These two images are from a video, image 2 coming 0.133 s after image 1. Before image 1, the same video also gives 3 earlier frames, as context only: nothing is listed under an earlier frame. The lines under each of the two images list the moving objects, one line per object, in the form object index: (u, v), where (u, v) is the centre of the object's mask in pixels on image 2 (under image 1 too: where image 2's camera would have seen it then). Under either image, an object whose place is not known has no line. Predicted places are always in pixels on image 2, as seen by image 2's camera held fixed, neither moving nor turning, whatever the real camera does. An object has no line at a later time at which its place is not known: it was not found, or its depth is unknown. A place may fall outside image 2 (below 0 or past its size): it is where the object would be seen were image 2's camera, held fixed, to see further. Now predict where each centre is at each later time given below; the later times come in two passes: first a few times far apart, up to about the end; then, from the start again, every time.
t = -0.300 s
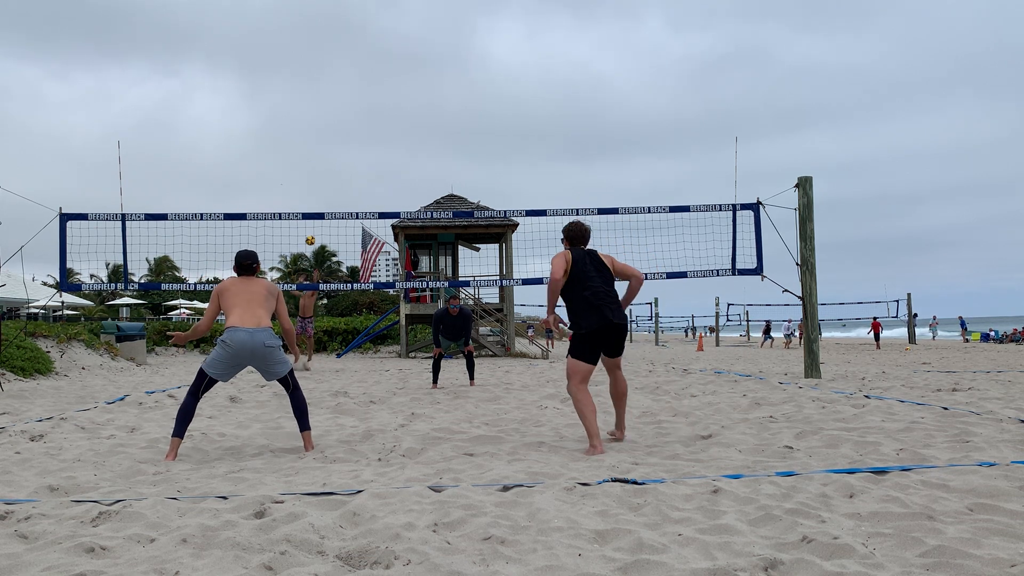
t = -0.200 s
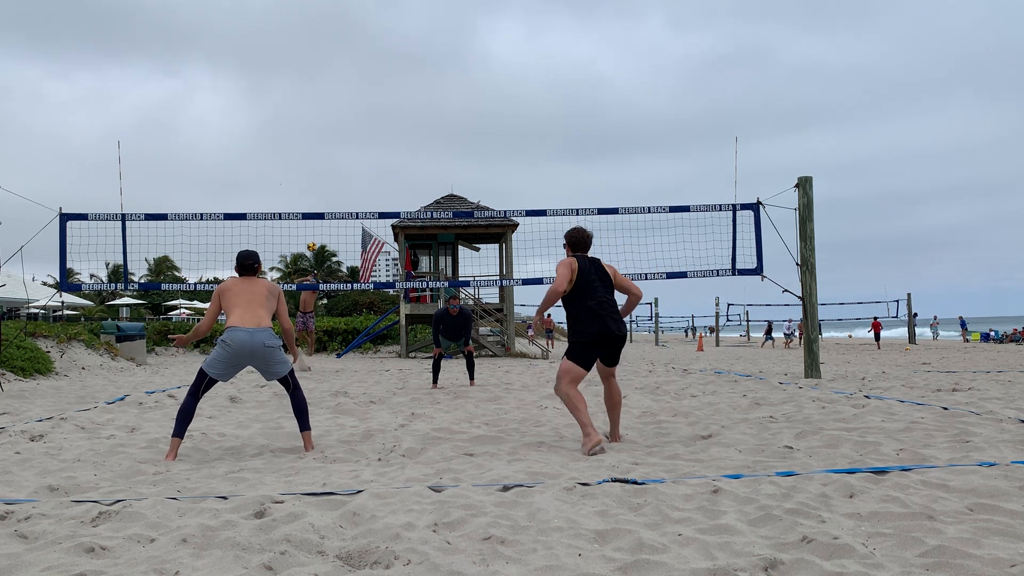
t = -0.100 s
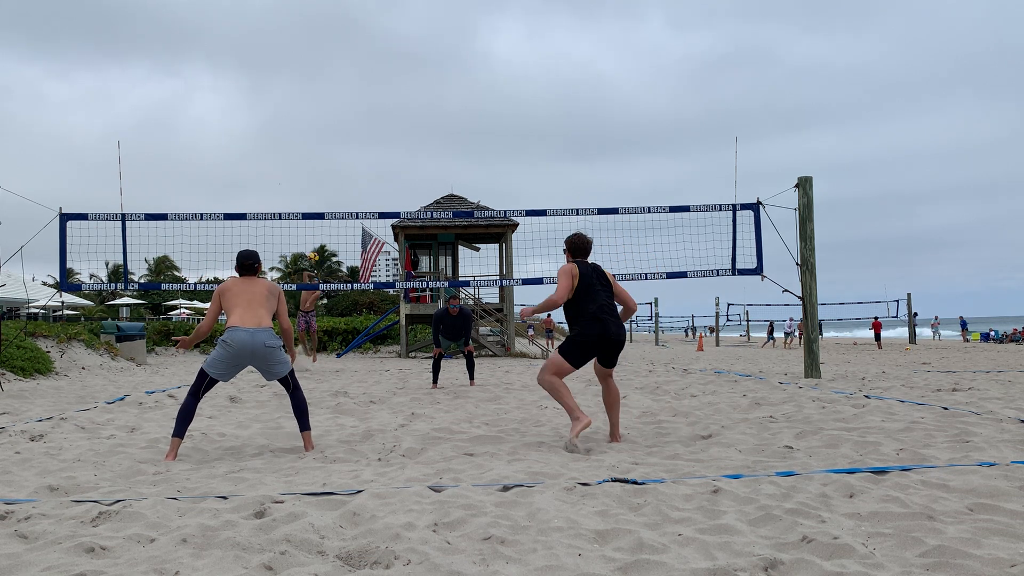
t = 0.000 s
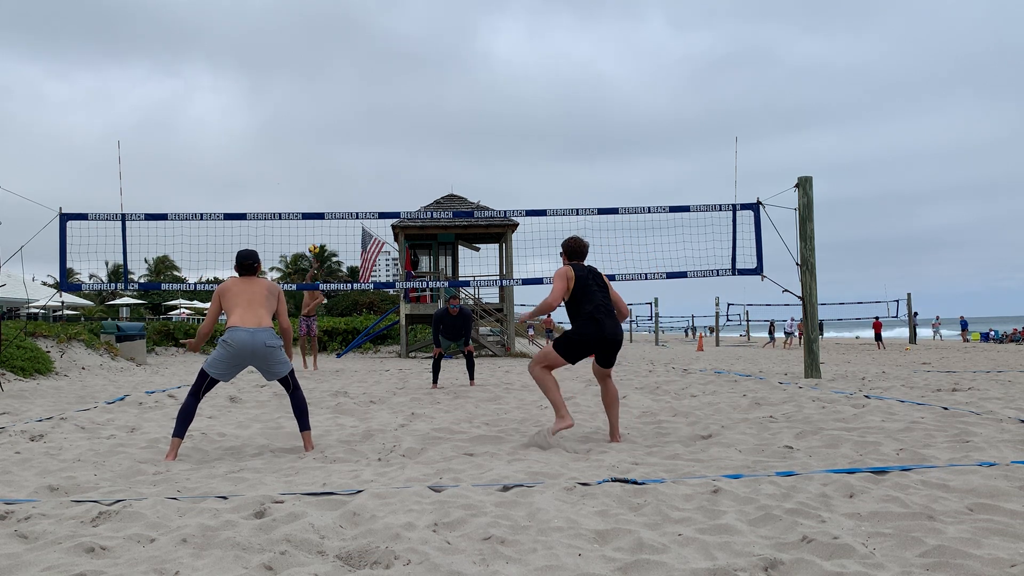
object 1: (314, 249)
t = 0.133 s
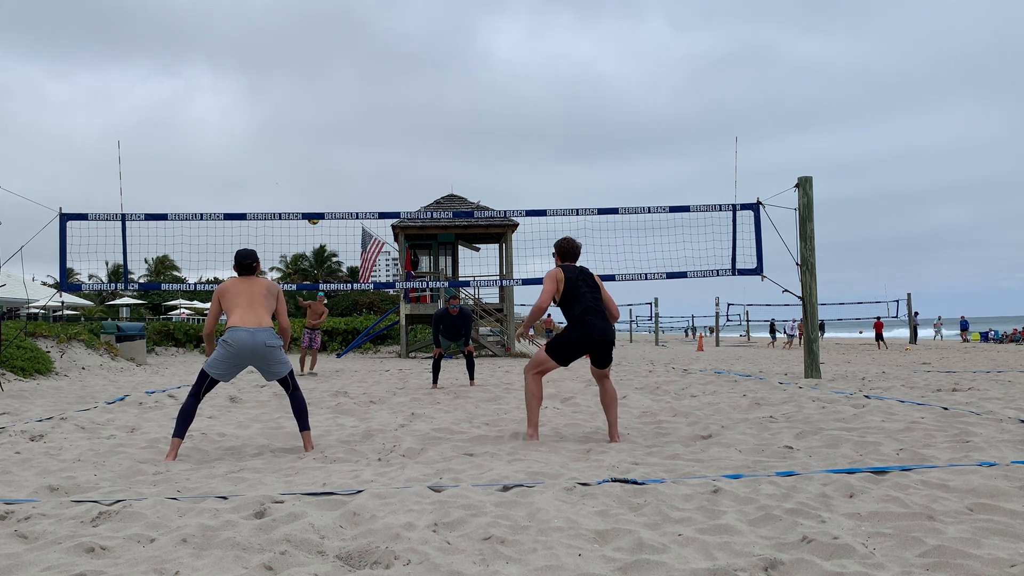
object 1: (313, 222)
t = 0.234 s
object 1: (315, 199)
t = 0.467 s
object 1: (322, 165)
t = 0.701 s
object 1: (339, 166)
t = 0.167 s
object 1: (314, 210)
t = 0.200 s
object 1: (314, 205)
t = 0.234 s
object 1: (315, 199)
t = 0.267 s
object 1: (316, 193)
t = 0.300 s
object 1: (316, 187)
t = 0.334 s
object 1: (317, 182)
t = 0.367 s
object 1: (318, 177)
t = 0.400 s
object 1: (320, 173)
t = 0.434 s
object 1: (321, 169)
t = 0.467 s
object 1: (322, 165)
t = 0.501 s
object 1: (324, 163)
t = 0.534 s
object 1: (326, 161)
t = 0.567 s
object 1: (329, 160)
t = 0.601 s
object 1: (331, 160)
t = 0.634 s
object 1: (333, 161)
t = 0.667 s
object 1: (336, 163)
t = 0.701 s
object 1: (339, 166)
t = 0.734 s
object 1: (342, 171)
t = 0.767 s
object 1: (346, 176)
